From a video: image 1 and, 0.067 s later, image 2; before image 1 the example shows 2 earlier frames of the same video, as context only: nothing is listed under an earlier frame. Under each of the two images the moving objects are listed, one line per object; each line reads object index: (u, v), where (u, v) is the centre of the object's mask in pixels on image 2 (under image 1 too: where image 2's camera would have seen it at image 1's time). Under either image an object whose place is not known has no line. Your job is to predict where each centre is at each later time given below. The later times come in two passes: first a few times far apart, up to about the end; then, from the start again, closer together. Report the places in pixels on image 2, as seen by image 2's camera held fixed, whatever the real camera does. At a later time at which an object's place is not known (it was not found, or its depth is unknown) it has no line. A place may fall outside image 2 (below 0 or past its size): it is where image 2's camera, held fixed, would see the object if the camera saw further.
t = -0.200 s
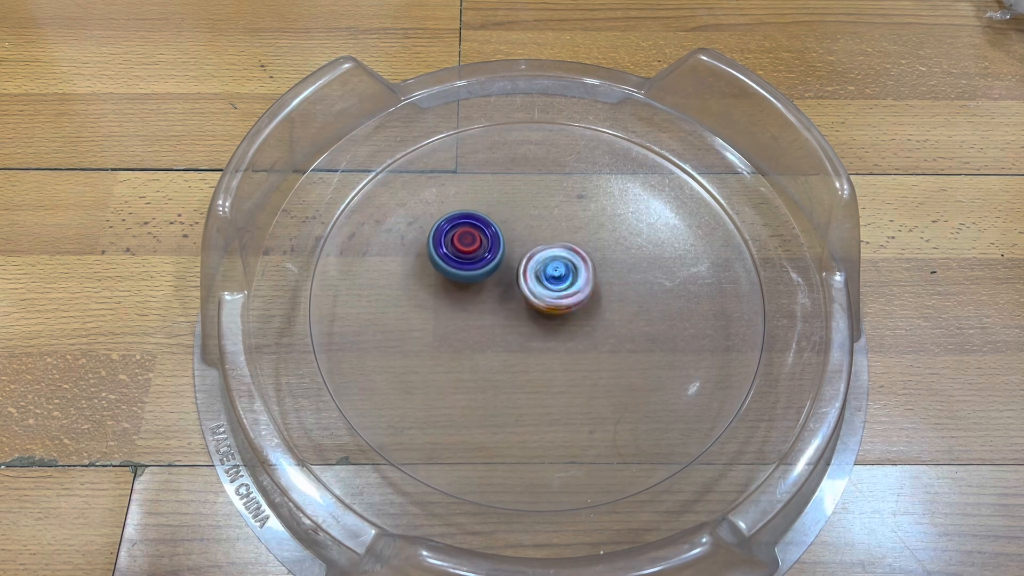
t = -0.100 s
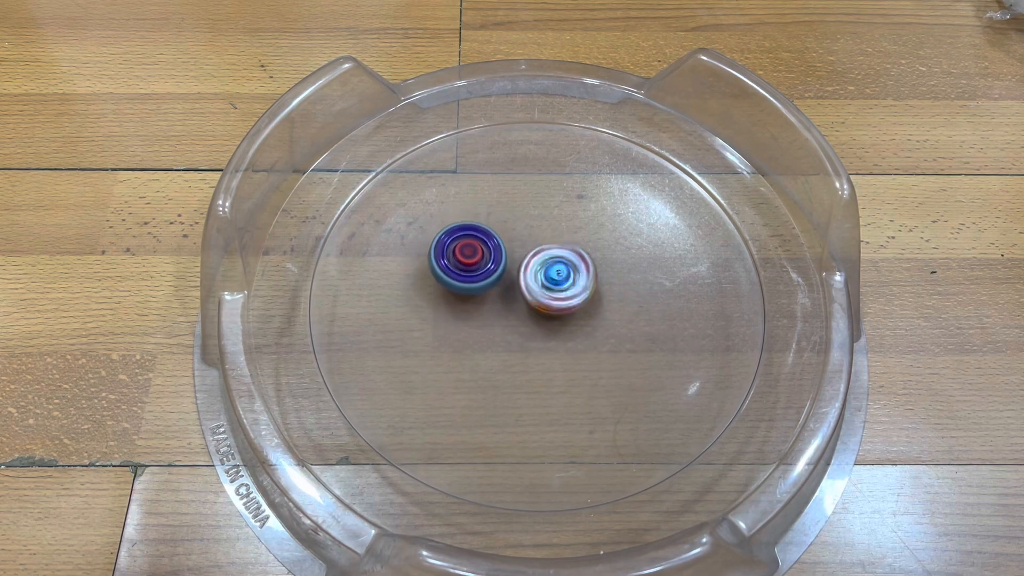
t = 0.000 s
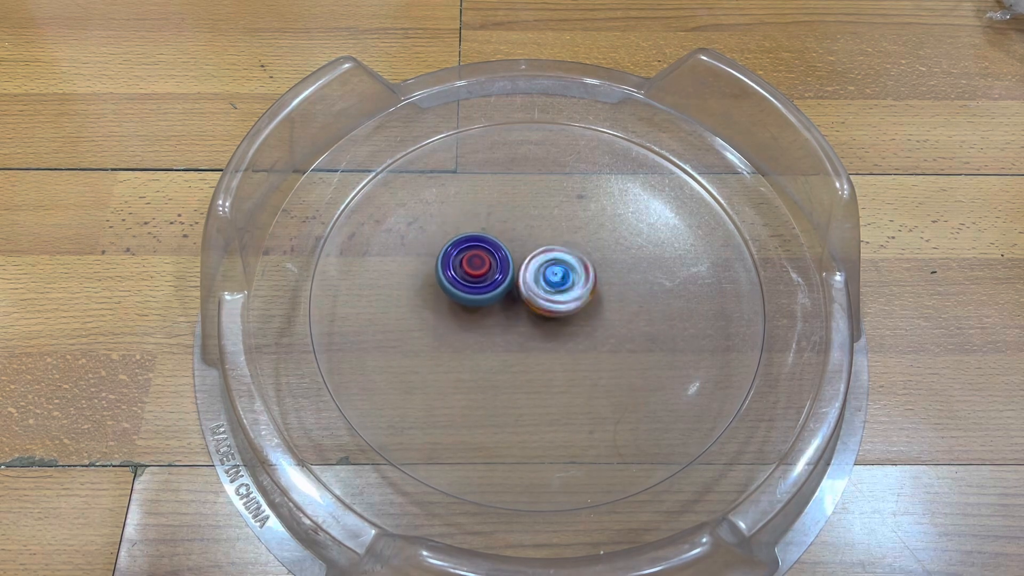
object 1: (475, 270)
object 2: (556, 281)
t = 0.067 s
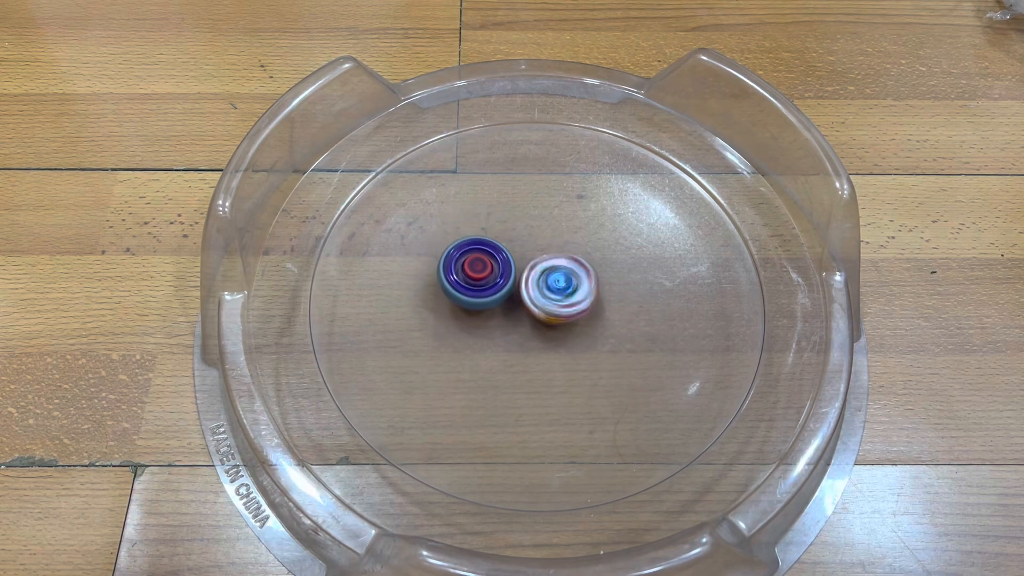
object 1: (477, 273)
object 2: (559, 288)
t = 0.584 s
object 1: (516, 266)
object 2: (505, 348)
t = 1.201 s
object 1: (538, 227)
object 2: (539, 320)
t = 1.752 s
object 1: (583, 259)
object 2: (507, 311)
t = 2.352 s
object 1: (608, 282)
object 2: (503, 271)
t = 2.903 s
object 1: (590, 336)
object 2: (492, 269)
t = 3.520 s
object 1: (534, 360)
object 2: (535, 273)
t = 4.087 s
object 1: (476, 339)
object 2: (566, 284)
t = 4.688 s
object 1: (453, 271)
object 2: (542, 281)
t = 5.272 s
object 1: (488, 233)
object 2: (536, 318)
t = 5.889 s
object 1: (565, 213)
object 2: (504, 299)
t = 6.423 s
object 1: (616, 282)
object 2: (533, 331)
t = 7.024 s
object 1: (596, 358)
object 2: (568, 292)
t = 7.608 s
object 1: (494, 361)
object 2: (516, 288)
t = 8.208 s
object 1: (444, 285)
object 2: (529, 314)
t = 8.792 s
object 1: (492, 221)
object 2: (542, 298)
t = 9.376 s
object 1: (592, 225)
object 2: (520, 305)
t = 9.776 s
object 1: (623, 269)
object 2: (490, 288)
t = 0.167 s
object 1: (482, 277)
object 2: (566, 302)
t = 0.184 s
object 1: (484, 278)
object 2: (566, 306)
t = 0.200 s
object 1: (486, 279)
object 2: (567, 309)
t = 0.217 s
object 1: (488, 280)
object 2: (567, 312)
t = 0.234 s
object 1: (490, 280)
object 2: (566, 315)
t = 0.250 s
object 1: (492, 281)
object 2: (565, 318)
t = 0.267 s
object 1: (493, 281)
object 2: (564, 320)
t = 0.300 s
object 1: (495, 279)
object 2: (563, 328)
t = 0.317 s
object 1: (496, 279)
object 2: (561, 333)
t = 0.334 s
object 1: (497, 279)
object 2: (558, 337)
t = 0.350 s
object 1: (498, 278)
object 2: (555, 341)
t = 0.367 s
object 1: (499, 278)
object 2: (551, 343)
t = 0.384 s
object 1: (501, 277)
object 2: (548, 345)
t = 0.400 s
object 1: (502, 277)
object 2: (544, 345)
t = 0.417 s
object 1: (503, 277)
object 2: (540, 344)
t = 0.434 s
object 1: (504, 277)
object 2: (536, 344)
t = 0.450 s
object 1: (506, 275)
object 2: (533, 345)
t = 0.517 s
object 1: (512, 270)
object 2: (518, 350)
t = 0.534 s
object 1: (513, 269)
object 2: (514, 351)
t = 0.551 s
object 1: (514, 268)
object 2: (512, 351)
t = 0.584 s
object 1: (516, 266)
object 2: (505, 348)
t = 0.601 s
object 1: (517, 265)
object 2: (501, 344)
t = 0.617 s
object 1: (519, 265)
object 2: (498, 340)
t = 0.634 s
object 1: (519, 264)
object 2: (497, 338)
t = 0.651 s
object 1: (520, 263)
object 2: (496, 334)
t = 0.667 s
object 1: (521, 262)
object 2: (496, 330)
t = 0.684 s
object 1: (523, 260)
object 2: (493, 328)
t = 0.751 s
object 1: (533, 248)
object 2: (480, 327)
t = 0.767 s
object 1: (535, 246)
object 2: (478, 326)
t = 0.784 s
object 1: (536, 243)
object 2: (477, 325)
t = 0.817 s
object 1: (537, 239)
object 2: (474, 322)
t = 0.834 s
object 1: (537, 237)
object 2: (474, 320)
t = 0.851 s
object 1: (538, 236)
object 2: (475, 318)
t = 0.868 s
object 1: (538, 234)
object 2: (476, 316)
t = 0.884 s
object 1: (537, 233)
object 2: (479, 315)
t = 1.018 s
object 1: (536, 229)
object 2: (504, 298)
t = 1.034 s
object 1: (536, 229)
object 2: (510, 297)
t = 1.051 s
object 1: (536, 228)
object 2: (515, 298)
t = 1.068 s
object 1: (537, 227)
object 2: (518, 300)
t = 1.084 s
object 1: (538, 226)
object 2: (520, 302)
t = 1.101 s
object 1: (538, 226)
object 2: (523, 304)
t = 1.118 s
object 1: (538, 226)
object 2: (526, 305)
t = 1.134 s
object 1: (538, 226)
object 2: (529, 308)
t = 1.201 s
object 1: (538, 227)
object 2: (539, 320)
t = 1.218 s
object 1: (539, 228)
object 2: (541, 323)
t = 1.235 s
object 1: (539, 228)
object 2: (541, 326)
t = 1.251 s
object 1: (539, 229)
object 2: (542, 328)
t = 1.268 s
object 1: (540, 230)
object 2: (542, 330)
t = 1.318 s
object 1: (542, 234)
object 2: (542, 336)
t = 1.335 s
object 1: (543, 235)
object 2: (542, 338)
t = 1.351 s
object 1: (544, 237)
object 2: (541, 338)
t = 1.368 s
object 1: (545, 238)
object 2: (541, 340)
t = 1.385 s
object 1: (546, 240)
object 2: (540, 341)
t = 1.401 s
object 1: (547, 241)
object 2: (540, 341)
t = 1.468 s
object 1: (552, 247)
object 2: (535, 337)
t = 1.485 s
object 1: (555, 250)
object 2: (533, 335)
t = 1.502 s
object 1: (556, 252)
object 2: (532, 335)
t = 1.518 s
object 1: (558, 253)
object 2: (531, 332)
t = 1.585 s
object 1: (564, 258)
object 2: (528, 323)
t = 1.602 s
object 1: (565, 259)
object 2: (526, 321)
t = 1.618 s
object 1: (569, 258)
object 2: (523, 320)
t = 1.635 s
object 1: (572, 258)
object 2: (520, 319)
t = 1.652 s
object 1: (575, 257)
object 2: (517, 319)
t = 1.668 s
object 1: (577, 257)
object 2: (516, 318)
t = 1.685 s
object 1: (578, 258)
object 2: (514, 316)
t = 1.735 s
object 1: (582, 259)
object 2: (509, 313)
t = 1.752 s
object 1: (583, 259)
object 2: (507, 311)
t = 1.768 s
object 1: (584, 259)
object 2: (506, 309)
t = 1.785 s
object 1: (585, 259)
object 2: (506, 306)
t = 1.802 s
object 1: (586, 260)
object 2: (505, 304)
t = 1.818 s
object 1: (586, 260)
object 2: (507, 300)
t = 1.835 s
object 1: (587, 261)
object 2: (507, 297)
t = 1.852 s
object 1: (588, 261)
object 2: (508, 294)
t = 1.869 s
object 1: (588, 262)
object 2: (510, 292)
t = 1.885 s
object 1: (589, 262)
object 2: (513, 290)
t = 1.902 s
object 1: (590, 263)
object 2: (515, 288)
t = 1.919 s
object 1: (594, 264)
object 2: (513, 286)
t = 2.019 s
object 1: (603, 266)
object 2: (512, 278)
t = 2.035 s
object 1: (604, 266)
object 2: (512, 277)
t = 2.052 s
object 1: (604, 266)
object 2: (512, 276)
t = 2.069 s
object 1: (604, 266)
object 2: (512, 275)
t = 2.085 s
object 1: (604, 266)
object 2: (513, 275)
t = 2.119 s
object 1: (604, 267)
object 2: (515, 273)
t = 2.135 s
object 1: (604, 267)
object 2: (516, 273)
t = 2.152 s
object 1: (603, 268)
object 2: (517, 273)
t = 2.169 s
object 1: (603, 268)
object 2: (517, 272)
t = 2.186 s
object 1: (602, 269)
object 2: (517, 272)
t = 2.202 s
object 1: (602, 270)
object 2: (518, 272)
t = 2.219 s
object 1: (601, 271)
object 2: (520, 273)
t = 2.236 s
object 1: (601, 272)
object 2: (520, 273)
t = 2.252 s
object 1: (605, 274)
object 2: (515, 273)
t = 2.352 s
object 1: (608, 282)
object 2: (503, 271)
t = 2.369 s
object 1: (608, 284)
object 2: (502, 270)
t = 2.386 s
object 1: (608, 285)
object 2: (499, 270)
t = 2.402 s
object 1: (607, 286)
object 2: (497, 269)
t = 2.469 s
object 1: (606, 290)
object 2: (494, 268)
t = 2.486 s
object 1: (605, 292)
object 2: (494, 267)
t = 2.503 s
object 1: (604, 293)
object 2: (495, 267)
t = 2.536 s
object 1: (603, 296)
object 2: (496, 268)
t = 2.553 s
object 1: (602, 297)
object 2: (497, 268)
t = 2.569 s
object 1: (601, 299)
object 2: (498, 268)
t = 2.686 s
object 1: (593, 309)
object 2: (506, 273)
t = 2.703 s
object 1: (591, 311)
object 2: (509, 275)
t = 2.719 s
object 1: (590, 312)
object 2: (511, 277)
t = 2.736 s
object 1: (589, 313)
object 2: (512, 280)
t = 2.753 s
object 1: (587, 315)
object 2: (515, 282)
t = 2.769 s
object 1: (589, 319)
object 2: (513, 282)
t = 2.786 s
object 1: (592, 323)
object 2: (508, 280)
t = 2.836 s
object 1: (592, 331)
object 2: (499, 275)
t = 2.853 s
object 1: (592, 332)
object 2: (497, 274)
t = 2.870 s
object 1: (591, 334)
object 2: (495, 272)
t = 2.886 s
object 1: (591, 335)
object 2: (493, 271)
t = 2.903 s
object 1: (590, 336)
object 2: (492, 269)
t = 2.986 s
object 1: (587, 340)
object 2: (490, 263)
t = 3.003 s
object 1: (586, 341)
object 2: (489, 262)
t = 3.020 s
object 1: (585, 341)
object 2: (490, 262)
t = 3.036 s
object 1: (585, 342)
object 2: (491, 262)
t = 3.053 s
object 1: (584, 342)
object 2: (491, 261)
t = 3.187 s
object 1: (573, 343)
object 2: (505, 265)
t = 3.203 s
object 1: (571, 343)
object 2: (507, 266)
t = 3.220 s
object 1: (569, 343)
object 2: (509, 268)
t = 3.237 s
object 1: (567, 343)
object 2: (511, 271)
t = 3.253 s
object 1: (565, 343)
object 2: (513, 273)
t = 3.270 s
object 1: (563, 343)
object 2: (516, 274)
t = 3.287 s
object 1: (560, 343)
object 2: (518, 278)
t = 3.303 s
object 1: (557, 344)
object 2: (521, 281)
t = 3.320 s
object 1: (556, 346)
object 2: (522, 281)
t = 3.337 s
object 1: (554, 350)
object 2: (523, 281)
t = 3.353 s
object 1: (552, 353)
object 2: (525, 280)
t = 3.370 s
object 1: (550, 354)
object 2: (526, 278)
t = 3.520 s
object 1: (534, 360)
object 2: (535, 273)
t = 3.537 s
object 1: (533, 360)
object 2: (536, 274)
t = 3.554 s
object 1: (532, 361)
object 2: (537, 274)
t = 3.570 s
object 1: (530, 361)
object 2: (538, 274)
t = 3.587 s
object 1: (529, 360)
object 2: (538, 274)
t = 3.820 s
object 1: (508, 352)
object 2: (543, 290)
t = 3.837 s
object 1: (506, 351)
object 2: (544, 291)
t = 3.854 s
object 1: (505, 351)
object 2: (544, 291)
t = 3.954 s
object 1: (488, 347)
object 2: (555, 288)
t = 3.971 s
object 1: (487, 347)
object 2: (556, 288)
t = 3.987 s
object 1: (485, 346)
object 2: (558, 286)
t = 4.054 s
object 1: (478, 341)
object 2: (563, 285)
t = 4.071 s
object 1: (477, 340)
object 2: (565, 284)
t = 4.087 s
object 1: (476, 339)
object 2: (566, 284)
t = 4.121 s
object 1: (473, 336)
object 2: (568, 284)
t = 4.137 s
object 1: (472, 335)
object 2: (569, 284)
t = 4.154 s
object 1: (471, 333)
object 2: (569, 285)
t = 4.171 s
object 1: (470, 332)
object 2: (569, 286)
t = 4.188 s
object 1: (469, 331)
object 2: (569, 287)
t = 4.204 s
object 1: (468, 329)
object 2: (568, 287)
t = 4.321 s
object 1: (463, 316)
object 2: (561, 291)
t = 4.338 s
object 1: (463, 314)
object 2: (559, 292)
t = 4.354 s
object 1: (462, 312)
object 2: (557, 292)
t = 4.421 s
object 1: (461, 304)
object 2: (547, 294)
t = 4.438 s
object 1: (461, 302)
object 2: (544, 294)
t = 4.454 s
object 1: (460, 300)
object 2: (542, 293)
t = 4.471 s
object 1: (458, 297)
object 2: (541, 292)
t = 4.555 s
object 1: (454, 286)
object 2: (543, 287)
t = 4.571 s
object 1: (453, 284)
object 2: (543, 286)
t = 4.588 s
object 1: (453, 282)
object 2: (542, 286)
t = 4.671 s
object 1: (453, 273)
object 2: (542, 282)
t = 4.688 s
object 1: (453, 271)
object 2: (542, 281)
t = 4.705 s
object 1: (454, 270)
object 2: (540, 280)
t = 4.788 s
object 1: (457, 262)
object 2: (539, 278)
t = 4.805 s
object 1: (458, 261)
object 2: (538, 277)
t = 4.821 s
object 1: (459, 259)
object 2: (538, 277)
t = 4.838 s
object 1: (460, 258)
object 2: (538, 277)
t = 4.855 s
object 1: (458, 255)
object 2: (541, 278)
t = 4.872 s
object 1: (457, 252)
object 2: (544, 279)
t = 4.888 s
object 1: (456, 250)
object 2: (546, 280)
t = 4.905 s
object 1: (457, 248)
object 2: (549, 281)
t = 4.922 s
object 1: (457, 247)
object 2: (552, 283)
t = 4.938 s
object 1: (458, 246)
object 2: (554, 284)
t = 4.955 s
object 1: (459, 244)
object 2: (556, 286)
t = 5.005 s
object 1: (462, 241)
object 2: (560, 291)
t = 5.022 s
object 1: (463, 241)
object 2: (562, 294)
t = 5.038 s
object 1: (464, 240)
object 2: (563, 296)
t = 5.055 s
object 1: (465, 239)
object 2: (564, 298)
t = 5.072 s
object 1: (467, 239)
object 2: (564, 302)
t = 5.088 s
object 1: (468, 238)
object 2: (564, 304)
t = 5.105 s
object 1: (469, 237)
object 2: (563, 307)
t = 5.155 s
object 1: (474, 236)
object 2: (558, 312)
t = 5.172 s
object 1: (476, 235)
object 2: (557, 315)
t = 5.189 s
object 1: (477, 235)
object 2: (554, 316)
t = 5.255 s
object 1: (485, 233)
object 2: (539, 318)
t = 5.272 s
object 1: (488, 233)
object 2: (536, 318)
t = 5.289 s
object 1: (490, 233)
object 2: (531, 316)
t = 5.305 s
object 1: (493, 232)
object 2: (526, 314)
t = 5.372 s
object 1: (503, 231)
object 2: (517, 304)
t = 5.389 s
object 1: (506, 230)
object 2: (515, 302)
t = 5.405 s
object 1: (510, 224)
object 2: (513, 305)
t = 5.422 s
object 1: (514, 220)
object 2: (512, 308)
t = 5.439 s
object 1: (517, 217)
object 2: (509, 311)
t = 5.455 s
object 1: (521, 215)
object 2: (506, 312)
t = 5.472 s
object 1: (523, 212)
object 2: (503, 315)
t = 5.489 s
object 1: (525, 211)
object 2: (501, 315)
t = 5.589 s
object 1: (537, 206)
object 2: (489, 320)
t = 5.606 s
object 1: (539, 205)
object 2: (488, 320)
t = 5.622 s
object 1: (541, 205)
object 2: (487, 319)
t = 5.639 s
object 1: (542, 204)
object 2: (487, 318)
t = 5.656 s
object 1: (544, 204)
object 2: (485, 318)
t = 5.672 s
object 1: (546, 204)
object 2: (485, 317)
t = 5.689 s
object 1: (548, 204)
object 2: (485, 316)
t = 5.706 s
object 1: (549, 204)
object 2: (485, 315)
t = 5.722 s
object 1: (551, 204)
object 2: (484, 313)
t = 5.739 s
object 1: (552, 205)
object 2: (485, 312)
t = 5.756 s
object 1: (554, 205)
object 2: (487, 311)
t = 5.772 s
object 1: (555, 206)
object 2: (488, 309)
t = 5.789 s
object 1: (557, 207)
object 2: (490, 308)
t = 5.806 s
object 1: (558, 207)
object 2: (492, 306)
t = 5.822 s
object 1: (560, 208)
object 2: (493, 305)
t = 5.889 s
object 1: (565, 213)
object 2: (504, 299)
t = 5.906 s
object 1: (567, 214)
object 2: (508, 297)
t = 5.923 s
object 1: (568, 215)
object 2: (512, 296)
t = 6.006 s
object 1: (575, 224)
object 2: (533, 297)
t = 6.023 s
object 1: (576, 225)
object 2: (537, 298)
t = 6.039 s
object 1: (578, 228)
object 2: (541, 300)
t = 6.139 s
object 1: (588, 241)
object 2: (556, 310)
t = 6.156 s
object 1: (589, 244)
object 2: (559, 311)
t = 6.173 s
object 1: (591, 246)
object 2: (561, 313)
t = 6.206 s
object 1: (594, 251)
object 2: (563, 317)
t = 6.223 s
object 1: (596, 254)
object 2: (564, 320)
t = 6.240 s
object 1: (598, 256)
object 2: (564, 321)
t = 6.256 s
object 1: (600, 258)
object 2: (562, 324)
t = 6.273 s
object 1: (602, 261)
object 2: (560, 327)
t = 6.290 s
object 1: (604, 263)
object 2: (557, 328)
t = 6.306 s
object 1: (606, 265)
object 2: (555, 330)
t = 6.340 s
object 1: (609, 270)
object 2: (549, 332)
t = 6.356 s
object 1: (610, 272)
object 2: (545, 333)
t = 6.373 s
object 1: (612, 275)
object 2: (542, 334)
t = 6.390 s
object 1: (613, 277)
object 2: (540, 333)
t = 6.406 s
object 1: (615, 280)
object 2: (536, 332)
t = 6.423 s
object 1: (616, 282)
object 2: (533, 331)
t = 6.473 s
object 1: (619, 289)
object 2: (523, 325)
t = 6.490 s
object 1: (620, 292)
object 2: (520, 323)
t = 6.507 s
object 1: (621, 294)
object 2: (516, 318)
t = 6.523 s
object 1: (621, 297)
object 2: (515, 315)
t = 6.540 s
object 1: (622, 299)
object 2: (513, 312)
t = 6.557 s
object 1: (623, 302)
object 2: (512, 308)
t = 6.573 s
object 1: (623, 304)
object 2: (512, 304)
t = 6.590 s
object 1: (624, 306)
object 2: (511, 301)
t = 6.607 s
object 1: (624, 309)
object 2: (512, 297)
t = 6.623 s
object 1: (625, 311)
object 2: (512, 293)
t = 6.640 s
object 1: (625, 313)
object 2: (514, 290)
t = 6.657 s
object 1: (625, 316)
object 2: (516, 286)
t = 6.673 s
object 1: (625, 318)
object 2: (517, 282)
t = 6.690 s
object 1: (624, 320)
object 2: (520, 279)
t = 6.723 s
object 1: (624, 324)
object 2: (526, 274)
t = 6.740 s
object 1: (623, 327)
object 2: (529, 272)
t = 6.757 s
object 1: (623, 329)
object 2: (532, 270)
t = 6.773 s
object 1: (622, 331)
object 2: (536, 269)
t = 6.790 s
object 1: (621, 333)
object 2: (540, 268)
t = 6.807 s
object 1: (620, 335)
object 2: (544, 268)
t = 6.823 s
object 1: (619, 337)
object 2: (549, 268)
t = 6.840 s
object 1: (617, 339)
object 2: (553, 268)
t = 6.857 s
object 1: (616, 341)
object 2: (556, 270)
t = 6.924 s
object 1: (609, 347)
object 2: (566, 276)
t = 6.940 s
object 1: (607, 349)
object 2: (568, 279)
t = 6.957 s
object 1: (605, 351)
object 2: (569, 282)
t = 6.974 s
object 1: (603, 352)
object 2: (569, 285)
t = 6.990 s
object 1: (601, 354)
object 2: (569, 287)
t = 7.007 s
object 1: (598, 355)
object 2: (569, 290)
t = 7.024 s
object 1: (596, 358)
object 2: (568, 292)
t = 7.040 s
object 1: (594, 359)
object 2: (567, 293)
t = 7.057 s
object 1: (591, 361)
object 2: (567, 294)
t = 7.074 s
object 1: (588, 362)
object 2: (566, 294)
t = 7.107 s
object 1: (583, 365)
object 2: (560, 297)
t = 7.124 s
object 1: (580, 367)
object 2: (559, 298)
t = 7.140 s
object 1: (578, 367)
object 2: (556, 298)
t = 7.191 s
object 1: (569, 370)
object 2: (550, 300)
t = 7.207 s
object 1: (566, 370)
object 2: (547, 301)
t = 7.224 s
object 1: (563, 371)
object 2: (545, 301)
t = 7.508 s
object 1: (511, 368)
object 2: (516, 293)
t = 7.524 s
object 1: (508, 367)
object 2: (515, 293)
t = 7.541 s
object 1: (505, 366)
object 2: (516, 291)
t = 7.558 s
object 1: (502, 365)
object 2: (515, 291)
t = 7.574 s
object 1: (499, 364)
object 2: (514, 290)
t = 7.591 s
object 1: (496, 362)
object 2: (515, 290)
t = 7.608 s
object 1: (494, 361)
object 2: (516, 288)
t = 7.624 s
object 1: (491, 359)
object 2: (515, 287)
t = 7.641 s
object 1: (488, 358)
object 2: (515, 286)
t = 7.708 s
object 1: (478, 352)
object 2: (518, 284)
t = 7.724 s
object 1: (475, 350)
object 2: (517, 284)
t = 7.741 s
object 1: (473, 348)
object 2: (518, 284)
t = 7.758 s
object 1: (471, 347)
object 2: (519, 284)
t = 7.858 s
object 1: (459, 335)
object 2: (525, 287)
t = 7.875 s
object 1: (457, 333)
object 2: (528, 287)
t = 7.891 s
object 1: (456, 331)
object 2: (530, 287)
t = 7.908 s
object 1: (454, 328)
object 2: (532, 288)
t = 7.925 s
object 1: (453, 326)
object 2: (533, 289)
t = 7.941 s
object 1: (452, 324)
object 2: (535, 290)
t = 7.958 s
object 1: (450, 321)
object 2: (536, 292)
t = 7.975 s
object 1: (449, 319)
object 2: (537, 293)
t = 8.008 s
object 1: (447, 314)
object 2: (538, 296)
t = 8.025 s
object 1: (447, 312)
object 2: (539, 297)
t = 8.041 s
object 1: (446, 309)
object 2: (539, 299)
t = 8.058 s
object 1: (445, 307)
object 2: (540, 301)
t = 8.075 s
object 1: (445, 304)
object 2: (540, 303)
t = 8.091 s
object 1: (444, 302)
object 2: (539, 305)
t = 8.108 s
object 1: (444, 299)
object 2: (538, 306)
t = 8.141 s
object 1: (444, 295)
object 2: (536, 309)
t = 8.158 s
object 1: (444, 292)
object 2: (535, 311)
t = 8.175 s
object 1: (444, 290)
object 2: (534, 312)
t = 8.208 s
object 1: (444, 285)
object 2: (529, 314)
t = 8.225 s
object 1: (444, 283)
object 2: (527, 314)
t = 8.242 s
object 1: (445, 281)
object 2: (526, 315)
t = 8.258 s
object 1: (446, 278)
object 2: (524, 315)
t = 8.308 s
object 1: (447, 271)
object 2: (517, 313)
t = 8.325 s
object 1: (448, 269)
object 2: (515, 311)
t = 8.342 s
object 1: (448, 265)
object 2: (516, 311)
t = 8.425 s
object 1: (451, 252)
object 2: (516, 311)
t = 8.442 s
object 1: (452, 250)
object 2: (517, 311)
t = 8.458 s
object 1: (453, 248)
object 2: (518, 310)
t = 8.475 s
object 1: (454, 246)
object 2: (518, 309)
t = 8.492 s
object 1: (455, 245)
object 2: (519, 308)
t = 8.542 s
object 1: (460, 240)
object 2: (521, 310)
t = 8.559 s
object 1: (462, 238)
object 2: (524, 310)
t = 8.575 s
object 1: (464, 237)
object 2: (525, 308)
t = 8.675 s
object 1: (476, 228)
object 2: (532, 303)
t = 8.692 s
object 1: (478, 227)
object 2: (533, 301)
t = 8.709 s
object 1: (480, 225)
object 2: (534, 300)
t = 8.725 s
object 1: (482, 224)
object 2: (536, 299)
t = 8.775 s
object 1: (490, 222)
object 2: (542, 298)
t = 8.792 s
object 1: (492, 221)
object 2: (542, 298)
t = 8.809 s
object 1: (495, 220)
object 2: (545, 298)
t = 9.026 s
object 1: (532, 217)
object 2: (550, 292)
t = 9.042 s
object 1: (535, 217)
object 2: (551, 292)
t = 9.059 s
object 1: (538, 217)
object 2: (550, 291)
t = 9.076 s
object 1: (541, 217)
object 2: (550, 292)
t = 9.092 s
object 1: (543, 217)
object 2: (551, 291)
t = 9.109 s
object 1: (546, 218)
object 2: (550, 291)
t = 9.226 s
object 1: (566, 222)
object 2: (546, 291)
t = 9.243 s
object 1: (569, 222)
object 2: (546, 290)
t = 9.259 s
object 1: (573, 222)
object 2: (543, 293)
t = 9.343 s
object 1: (588, 223)
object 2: (529, 302)
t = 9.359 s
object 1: (590, 224)
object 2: (525, 304)
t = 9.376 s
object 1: (592, 225)
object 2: (520, 305)
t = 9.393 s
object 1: (595, 226)
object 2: (517, 306)
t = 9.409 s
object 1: (597, 227)
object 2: (513, 307)
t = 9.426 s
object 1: (599, 228)
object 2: (511, 308)
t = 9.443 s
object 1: (601, 229)
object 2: (507, 308)
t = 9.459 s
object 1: (603, 231)
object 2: (503, 308)
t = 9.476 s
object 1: (605, 232)
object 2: (499, 308)
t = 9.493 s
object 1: (606, 234)
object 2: (496, 307)
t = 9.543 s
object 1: (611, 238)
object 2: (489, 304)
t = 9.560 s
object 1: (613, 240)
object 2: (488, 303)
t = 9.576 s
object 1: (614, 242)
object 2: (487, 302)
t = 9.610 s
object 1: (616, 246)
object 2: (485, 300)
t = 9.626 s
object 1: (617, 248)
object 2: (484, 299)
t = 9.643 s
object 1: (619, 250)
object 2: (485, 298)
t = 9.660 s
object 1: (620, 253)
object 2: (485, 296)
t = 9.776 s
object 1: (623, 269)
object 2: (490, 288)
